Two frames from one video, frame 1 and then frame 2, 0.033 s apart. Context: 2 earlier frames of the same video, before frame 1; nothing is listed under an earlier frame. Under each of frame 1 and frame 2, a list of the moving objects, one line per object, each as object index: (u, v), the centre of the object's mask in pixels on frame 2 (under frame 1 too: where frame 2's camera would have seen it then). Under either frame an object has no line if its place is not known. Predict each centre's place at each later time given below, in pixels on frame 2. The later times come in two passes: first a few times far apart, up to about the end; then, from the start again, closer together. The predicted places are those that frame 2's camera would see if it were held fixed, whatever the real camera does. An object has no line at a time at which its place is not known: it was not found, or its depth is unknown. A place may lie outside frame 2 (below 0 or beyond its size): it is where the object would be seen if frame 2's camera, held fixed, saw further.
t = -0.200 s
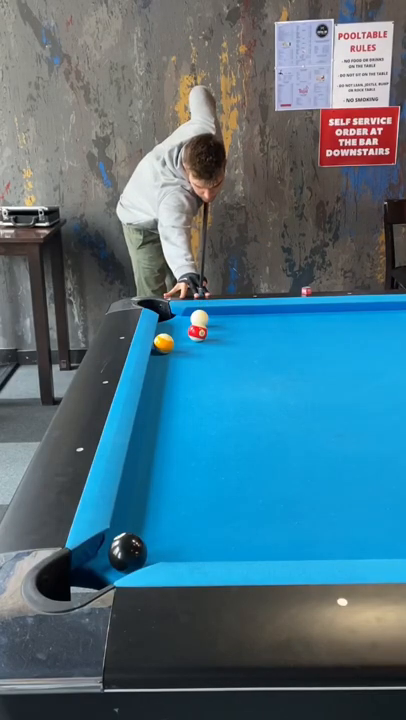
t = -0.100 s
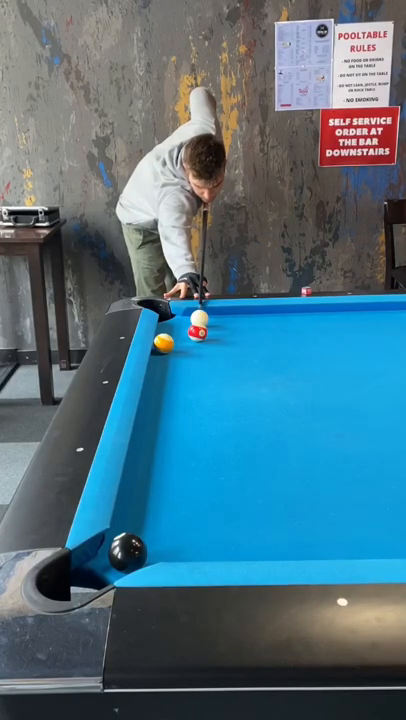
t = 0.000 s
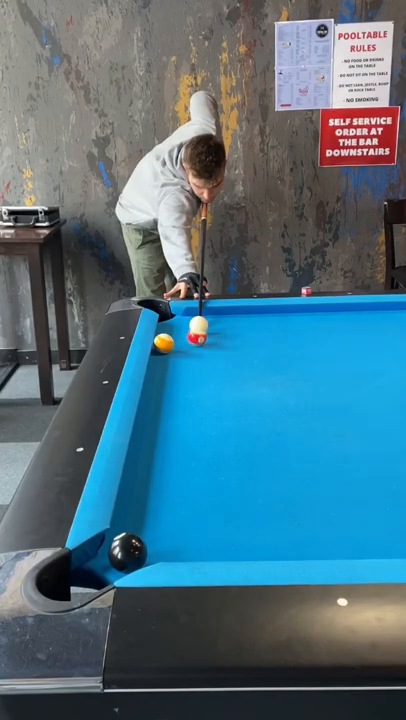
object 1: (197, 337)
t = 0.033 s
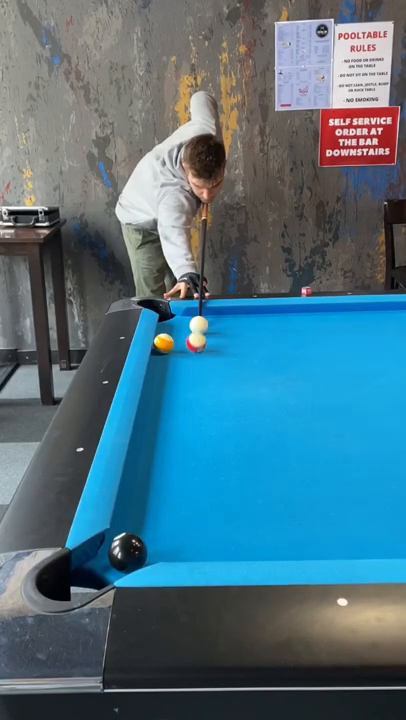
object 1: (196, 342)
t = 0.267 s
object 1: (190, 384)
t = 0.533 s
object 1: (181, 453)
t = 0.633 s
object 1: (176, 488)
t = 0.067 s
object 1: (195, 348)
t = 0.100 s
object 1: (194, 353)
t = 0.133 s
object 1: (194, 359)
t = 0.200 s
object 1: (192, 371)
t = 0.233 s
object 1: (191, 377)
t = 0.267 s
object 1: (190, 384)
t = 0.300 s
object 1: (189, 391)
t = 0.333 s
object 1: (188, 398)
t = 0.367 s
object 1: (187, 406)
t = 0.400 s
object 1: (186, 414)
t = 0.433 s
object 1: (185, 424)
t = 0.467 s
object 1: (184, 432)
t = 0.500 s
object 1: (182, 442)
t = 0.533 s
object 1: (181, 453)
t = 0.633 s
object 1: (176, 488)
